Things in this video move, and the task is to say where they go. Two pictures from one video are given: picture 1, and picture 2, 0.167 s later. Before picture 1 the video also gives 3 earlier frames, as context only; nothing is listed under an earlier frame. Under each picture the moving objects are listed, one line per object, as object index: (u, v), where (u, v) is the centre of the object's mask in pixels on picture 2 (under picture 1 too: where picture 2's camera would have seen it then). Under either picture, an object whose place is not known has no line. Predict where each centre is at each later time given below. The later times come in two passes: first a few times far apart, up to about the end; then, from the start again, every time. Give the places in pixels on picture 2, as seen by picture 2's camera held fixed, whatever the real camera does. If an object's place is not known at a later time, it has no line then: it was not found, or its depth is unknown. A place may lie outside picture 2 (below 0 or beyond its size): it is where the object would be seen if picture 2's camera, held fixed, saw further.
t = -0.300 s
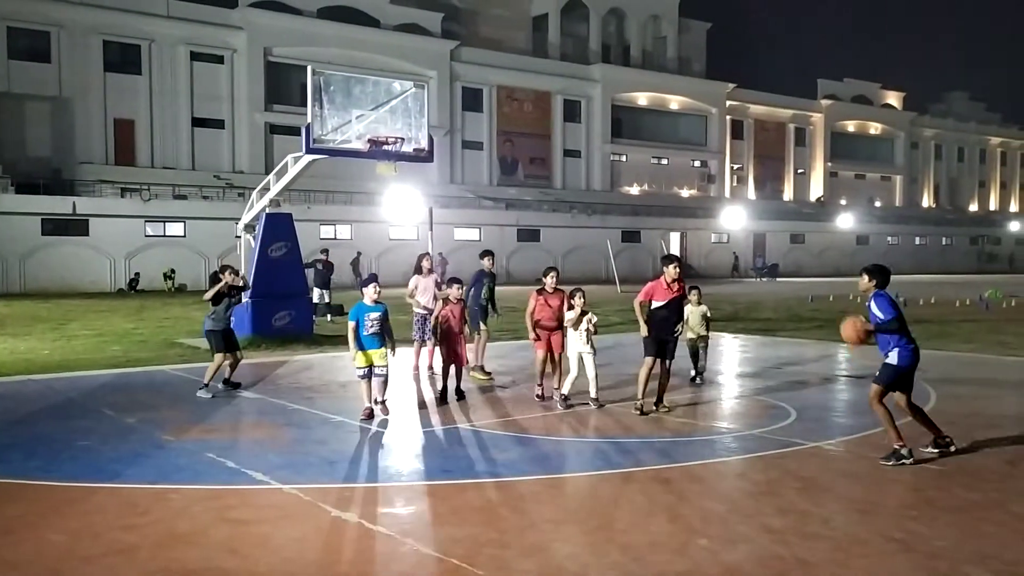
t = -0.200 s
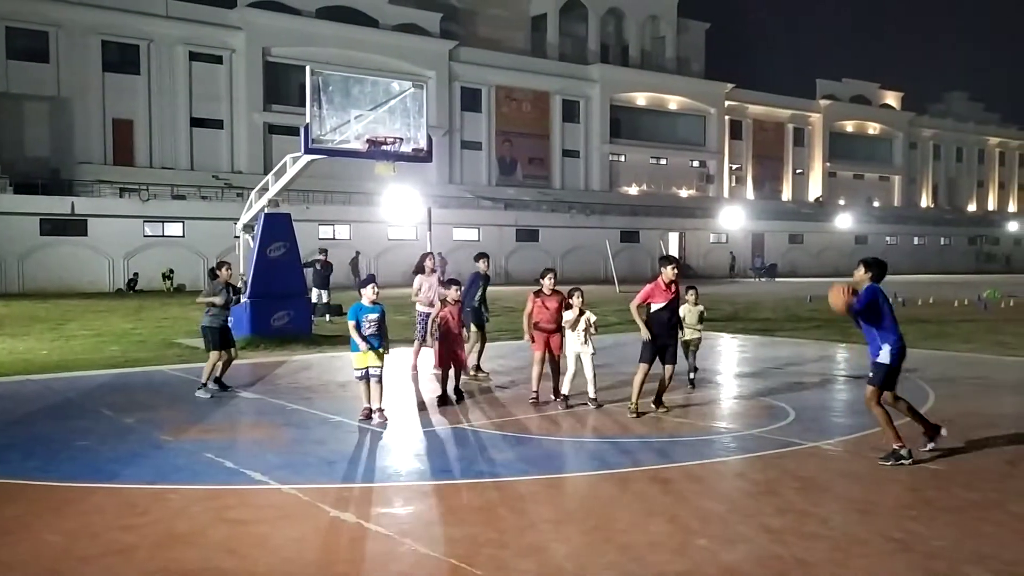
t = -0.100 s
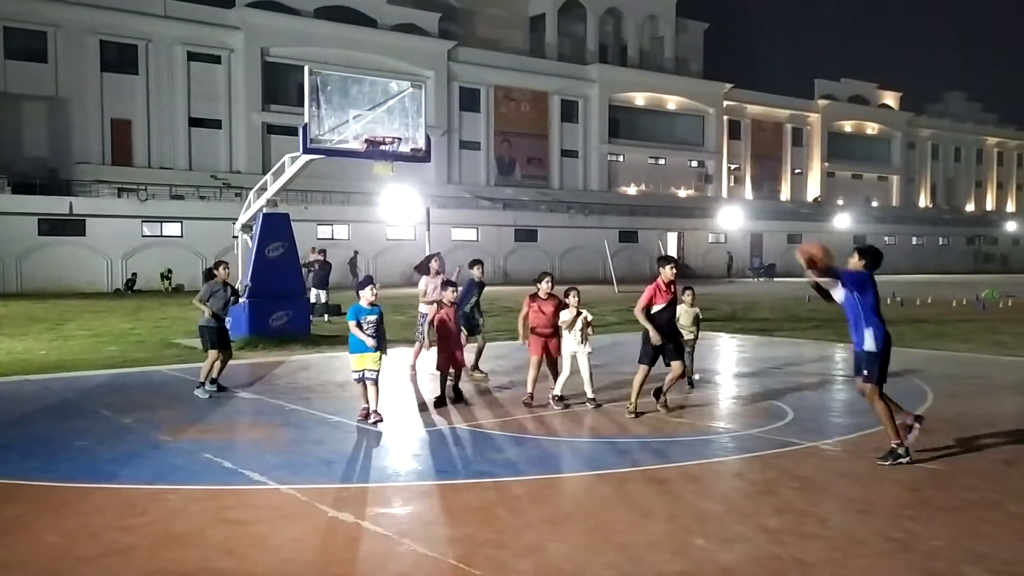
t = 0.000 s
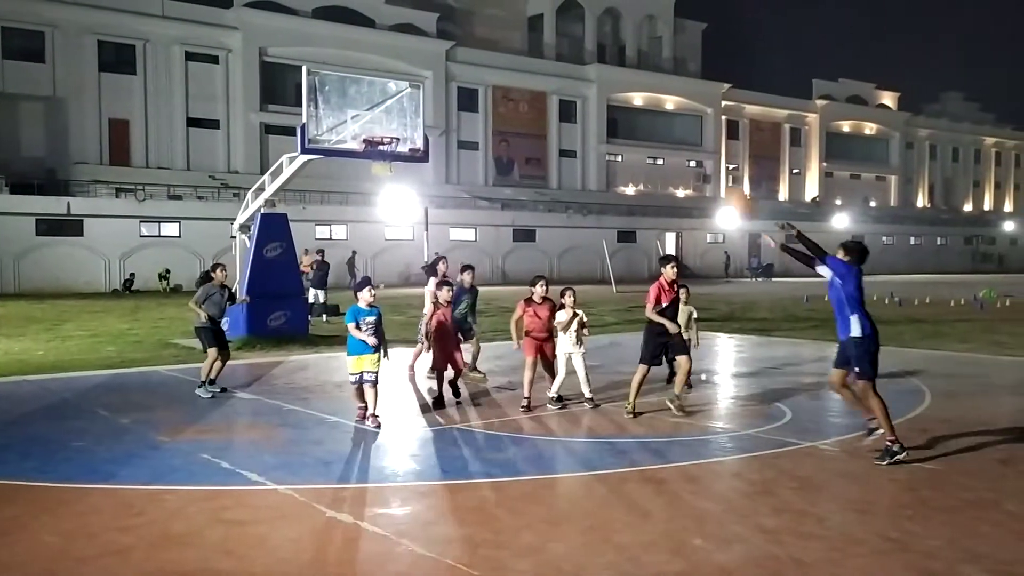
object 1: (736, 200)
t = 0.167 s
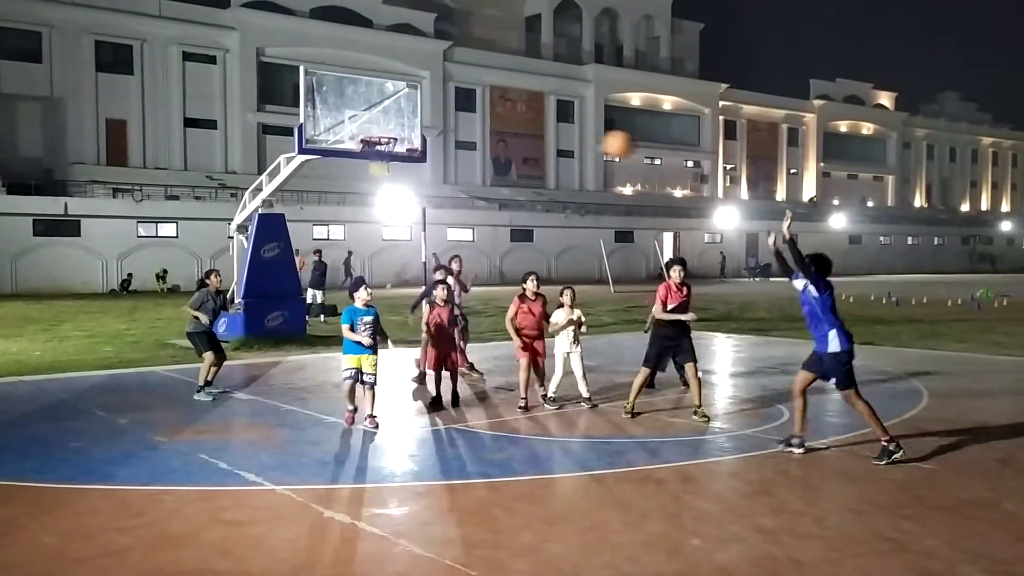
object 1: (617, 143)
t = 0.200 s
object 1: (595, 137)
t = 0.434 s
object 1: (455, 123)
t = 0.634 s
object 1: (349, 159)
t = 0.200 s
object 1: (595, 137)
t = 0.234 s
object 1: (573, 130)
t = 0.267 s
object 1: (551, 125)
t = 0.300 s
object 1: (531, 123)
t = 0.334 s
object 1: (510, 121)
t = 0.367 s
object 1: (492, 120)
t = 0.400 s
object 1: (473, 122)
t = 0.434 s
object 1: (455, 123)
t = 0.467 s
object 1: (437, 126)
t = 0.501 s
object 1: (421, 130)
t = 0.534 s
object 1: (402, 136)
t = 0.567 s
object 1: (383, 143)
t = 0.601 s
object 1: (365, 149)
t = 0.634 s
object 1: (349, 159)
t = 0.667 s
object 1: (333, 167)
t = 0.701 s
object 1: (318, 177)
